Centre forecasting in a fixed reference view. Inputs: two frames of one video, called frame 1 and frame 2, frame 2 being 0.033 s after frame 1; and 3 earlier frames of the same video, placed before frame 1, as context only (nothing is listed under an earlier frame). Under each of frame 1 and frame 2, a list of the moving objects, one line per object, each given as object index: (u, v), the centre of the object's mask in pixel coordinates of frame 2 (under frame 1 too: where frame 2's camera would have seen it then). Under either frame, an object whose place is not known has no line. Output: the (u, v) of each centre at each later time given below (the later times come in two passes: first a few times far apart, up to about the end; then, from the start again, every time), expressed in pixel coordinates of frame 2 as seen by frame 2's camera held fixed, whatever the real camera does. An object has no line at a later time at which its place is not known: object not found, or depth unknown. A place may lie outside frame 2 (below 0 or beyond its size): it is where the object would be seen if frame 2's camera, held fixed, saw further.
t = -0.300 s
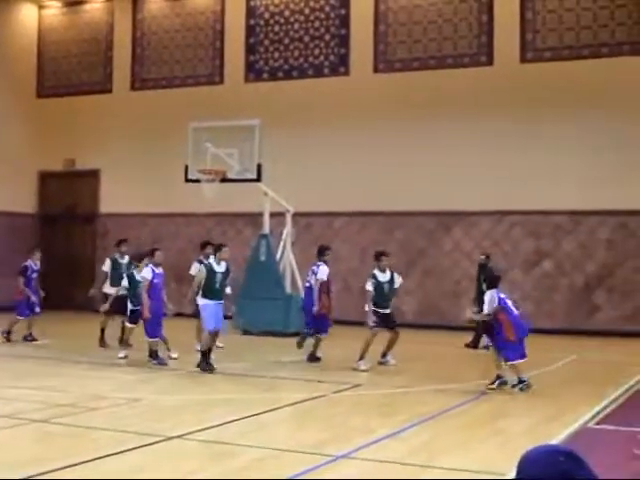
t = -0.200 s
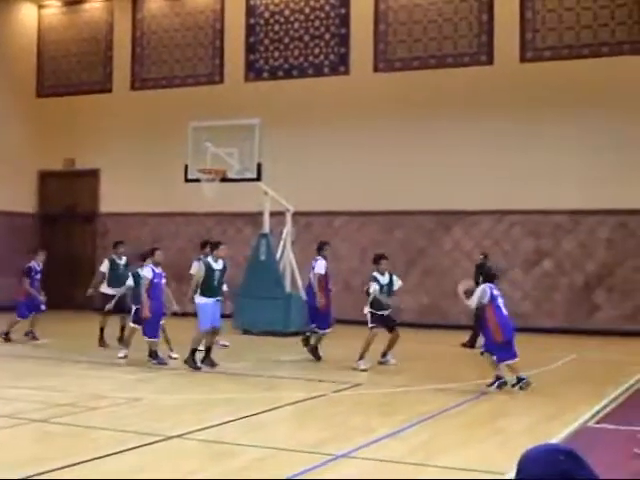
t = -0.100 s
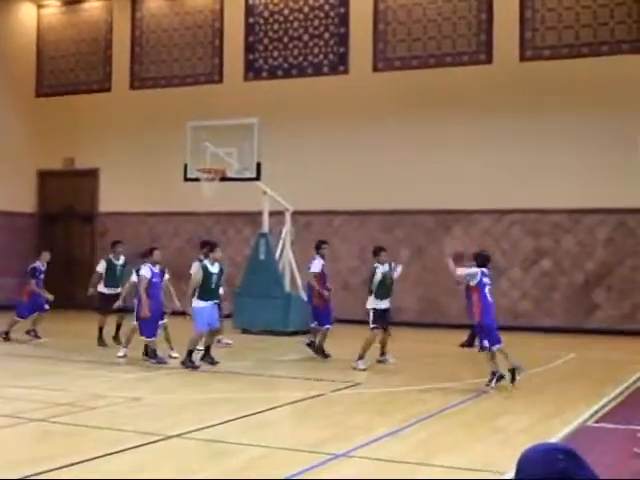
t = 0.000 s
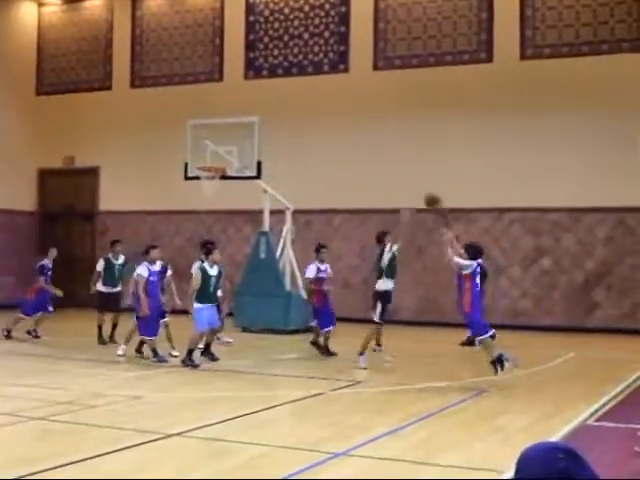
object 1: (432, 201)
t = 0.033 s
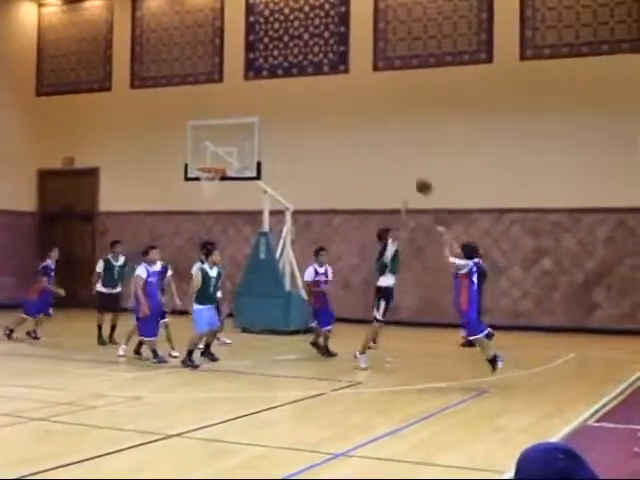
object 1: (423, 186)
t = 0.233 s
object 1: (376, 119)
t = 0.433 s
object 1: (333, 89)
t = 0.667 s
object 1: (293, 84)
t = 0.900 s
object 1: (255, 115)
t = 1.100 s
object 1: (227, 159)
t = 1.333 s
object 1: (230, 131)
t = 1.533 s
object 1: (225, 122)
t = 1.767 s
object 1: (219, 140)
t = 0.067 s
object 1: (415, 173)
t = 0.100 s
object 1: (407, 159)
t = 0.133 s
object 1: (399, 149)
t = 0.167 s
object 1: (391, 138)
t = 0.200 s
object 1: (383, 128)
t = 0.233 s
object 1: (376, 119)
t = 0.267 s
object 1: (367, 112)
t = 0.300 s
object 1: (362, 105)
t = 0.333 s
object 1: (354, 99)
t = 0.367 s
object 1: (346, 95)
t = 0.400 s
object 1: (339, 91)
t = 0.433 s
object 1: (333, 89)
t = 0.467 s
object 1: (327, 85)
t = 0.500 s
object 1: (320, 84)
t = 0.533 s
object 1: (315, 82)
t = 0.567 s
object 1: (309, 81)
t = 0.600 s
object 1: (303, 82)
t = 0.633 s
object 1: (297, 83)
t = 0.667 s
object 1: (293, 84)
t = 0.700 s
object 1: (287, 88)
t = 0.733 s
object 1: (281, 91)
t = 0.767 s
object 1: (276, 95)
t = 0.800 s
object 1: (271, 99)
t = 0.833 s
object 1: (265, 104)
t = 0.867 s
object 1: (260, 109)
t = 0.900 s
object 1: (255, 115)
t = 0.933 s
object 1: (250, 122)
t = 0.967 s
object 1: (246, 128)
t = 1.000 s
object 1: (241, 135)
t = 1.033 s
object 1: (236, 143)
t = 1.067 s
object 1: (231, 151)
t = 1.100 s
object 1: (227, 159)
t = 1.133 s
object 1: (227, 159)
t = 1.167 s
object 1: (231, 153)
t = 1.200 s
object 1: (233, 147)
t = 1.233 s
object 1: (232, 142)
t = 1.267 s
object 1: (231, 138)
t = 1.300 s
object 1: (230, 133)
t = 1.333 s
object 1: (230, 131)
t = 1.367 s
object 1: (229, 127)
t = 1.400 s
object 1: (228, 125)
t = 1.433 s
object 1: (226, 123)
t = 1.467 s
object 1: (225, 122)
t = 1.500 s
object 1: (225, 122)
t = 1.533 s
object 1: (225, 122)
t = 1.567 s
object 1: (224, 122)
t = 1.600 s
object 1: (224, 123)
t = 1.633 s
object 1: (223, 126)
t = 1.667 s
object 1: (222, 128)
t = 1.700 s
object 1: (221, 132)
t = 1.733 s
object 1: (219, 136)
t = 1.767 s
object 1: (219, 140)
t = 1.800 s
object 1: (218, 145)
